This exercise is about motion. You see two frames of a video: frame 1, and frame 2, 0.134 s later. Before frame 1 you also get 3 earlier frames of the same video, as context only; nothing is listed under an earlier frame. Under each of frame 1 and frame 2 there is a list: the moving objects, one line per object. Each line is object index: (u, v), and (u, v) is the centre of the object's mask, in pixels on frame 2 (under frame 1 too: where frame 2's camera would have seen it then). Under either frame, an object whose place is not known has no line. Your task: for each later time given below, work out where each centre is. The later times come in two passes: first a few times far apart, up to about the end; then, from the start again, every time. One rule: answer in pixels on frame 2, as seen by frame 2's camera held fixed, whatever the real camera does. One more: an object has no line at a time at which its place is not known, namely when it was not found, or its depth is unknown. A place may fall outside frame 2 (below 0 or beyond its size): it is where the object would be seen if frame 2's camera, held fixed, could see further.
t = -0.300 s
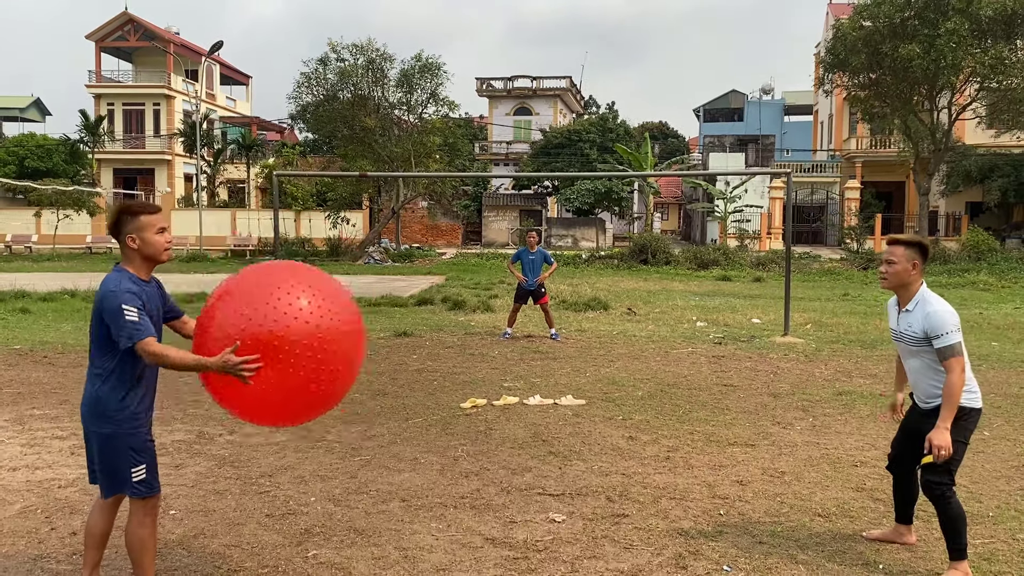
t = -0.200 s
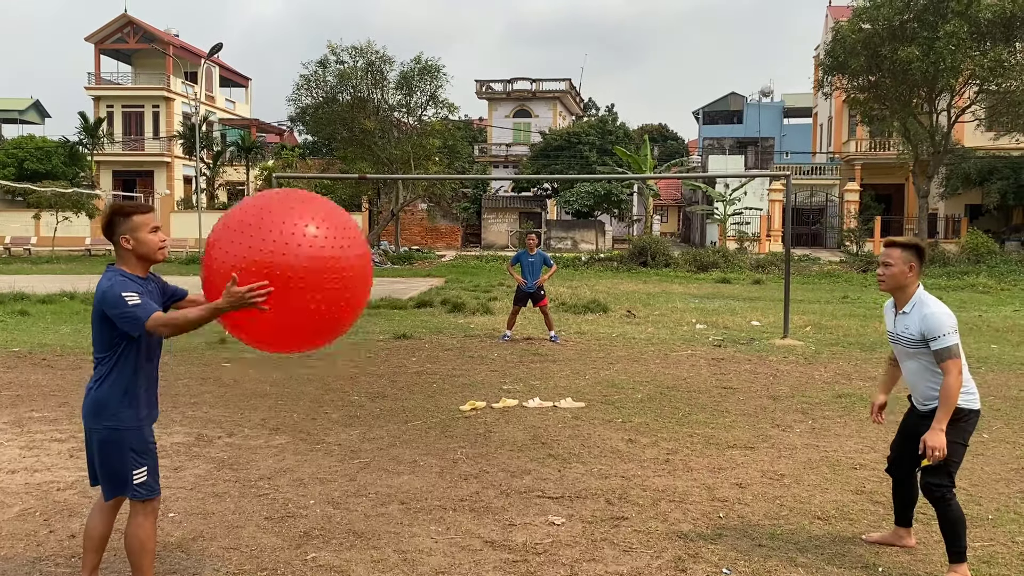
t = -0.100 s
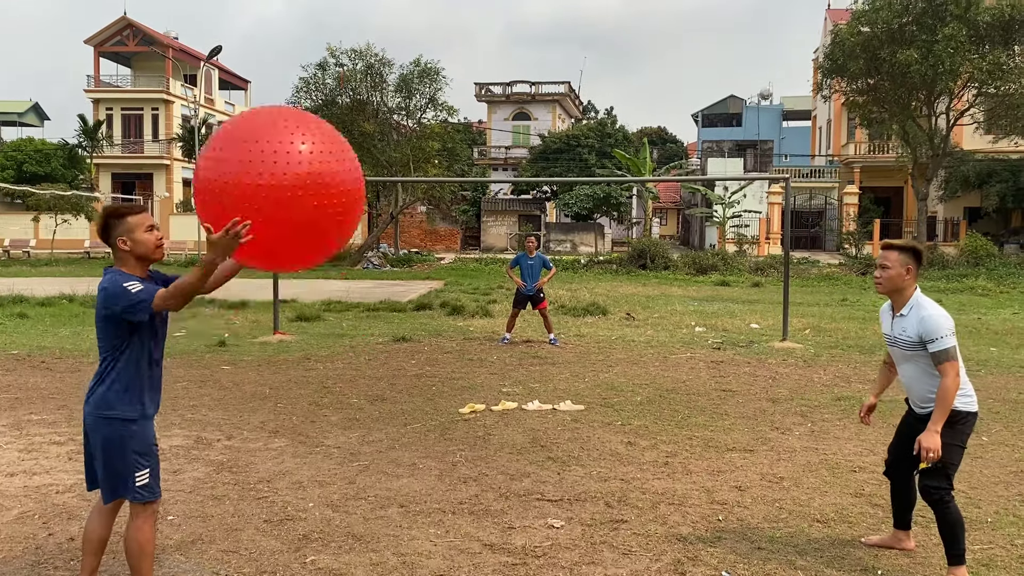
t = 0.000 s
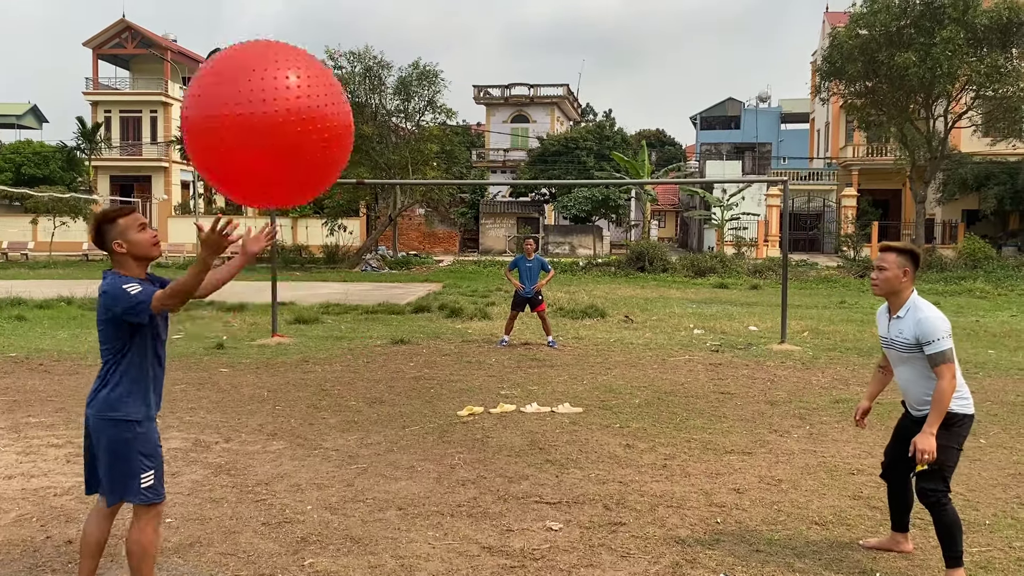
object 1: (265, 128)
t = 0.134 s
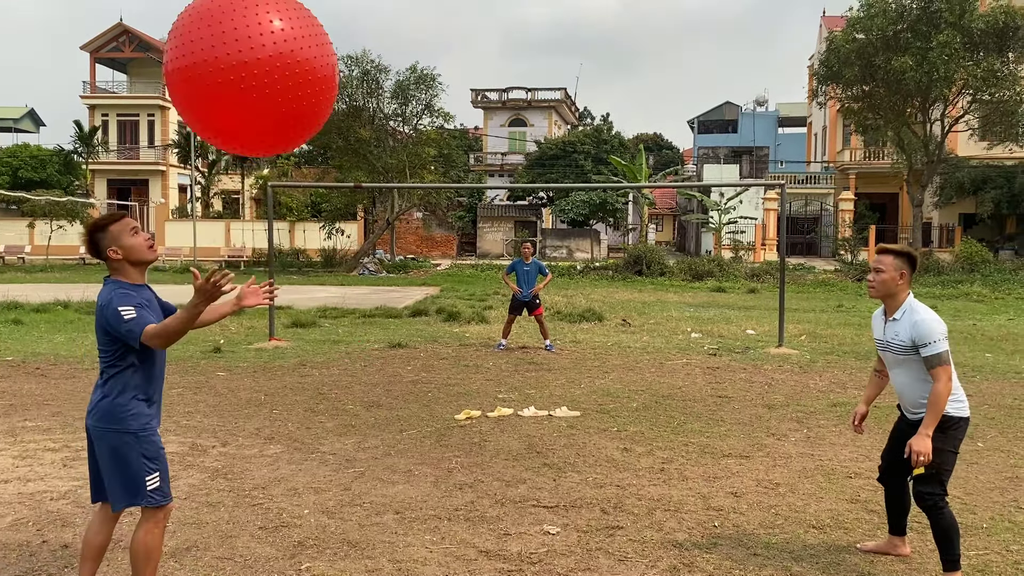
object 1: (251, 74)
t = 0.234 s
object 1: (242, 61)
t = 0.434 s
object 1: (222, 74)
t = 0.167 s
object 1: (248, 68)
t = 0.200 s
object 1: (245, 64)
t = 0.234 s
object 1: (242, 61)
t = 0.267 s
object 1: (238, 59)
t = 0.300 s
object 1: (235, 59)
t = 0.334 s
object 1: (232, 61)
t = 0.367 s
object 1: (228, 63)
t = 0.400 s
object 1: (225, 67)
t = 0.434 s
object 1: (222, 74)
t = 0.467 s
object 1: (219, 86)
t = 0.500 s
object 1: (216, 101)
